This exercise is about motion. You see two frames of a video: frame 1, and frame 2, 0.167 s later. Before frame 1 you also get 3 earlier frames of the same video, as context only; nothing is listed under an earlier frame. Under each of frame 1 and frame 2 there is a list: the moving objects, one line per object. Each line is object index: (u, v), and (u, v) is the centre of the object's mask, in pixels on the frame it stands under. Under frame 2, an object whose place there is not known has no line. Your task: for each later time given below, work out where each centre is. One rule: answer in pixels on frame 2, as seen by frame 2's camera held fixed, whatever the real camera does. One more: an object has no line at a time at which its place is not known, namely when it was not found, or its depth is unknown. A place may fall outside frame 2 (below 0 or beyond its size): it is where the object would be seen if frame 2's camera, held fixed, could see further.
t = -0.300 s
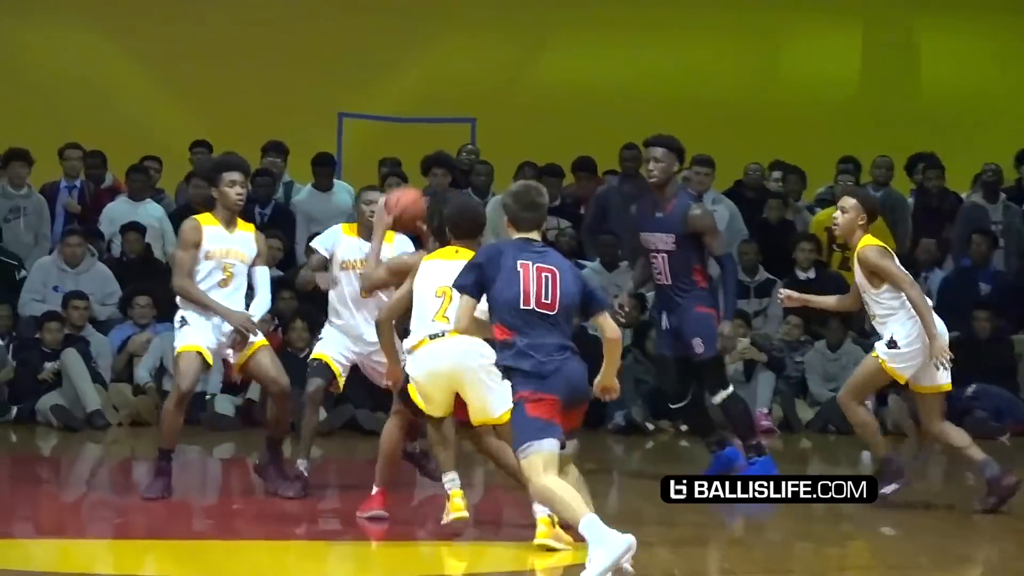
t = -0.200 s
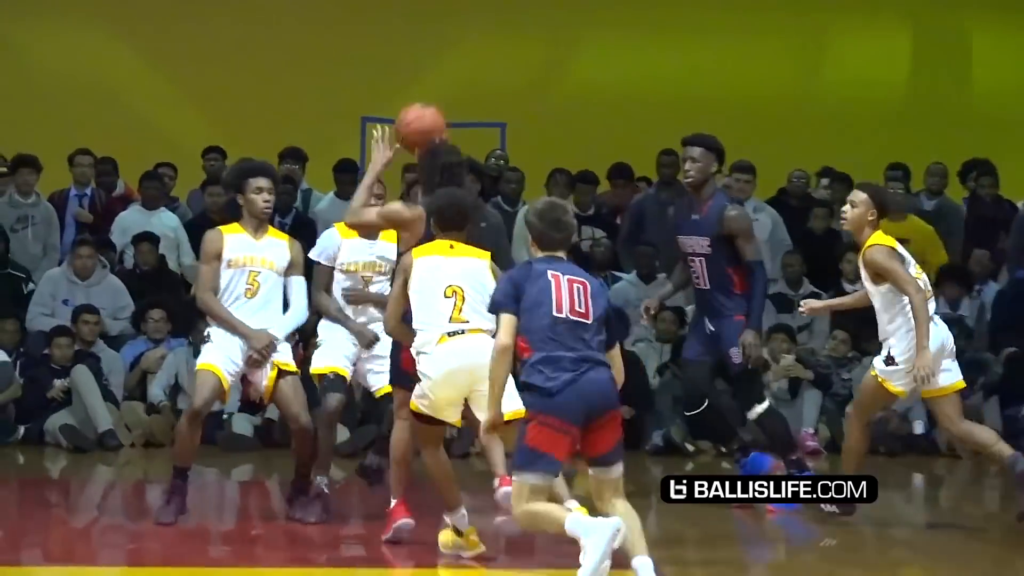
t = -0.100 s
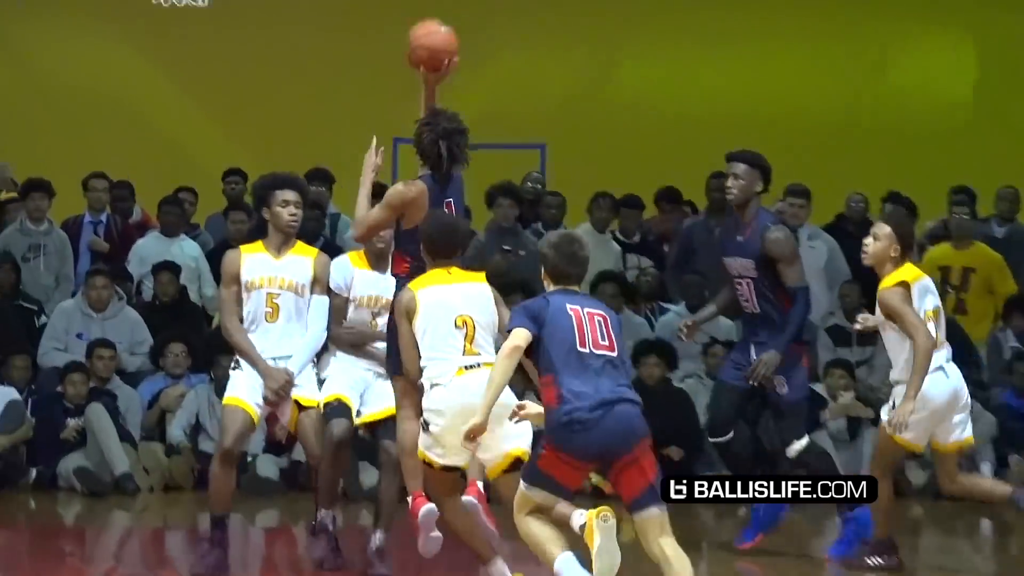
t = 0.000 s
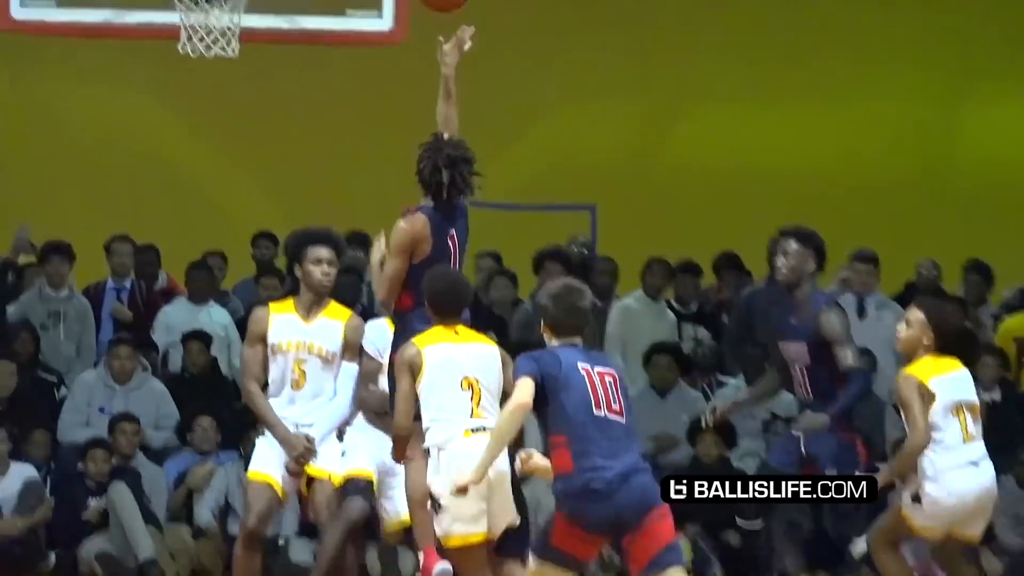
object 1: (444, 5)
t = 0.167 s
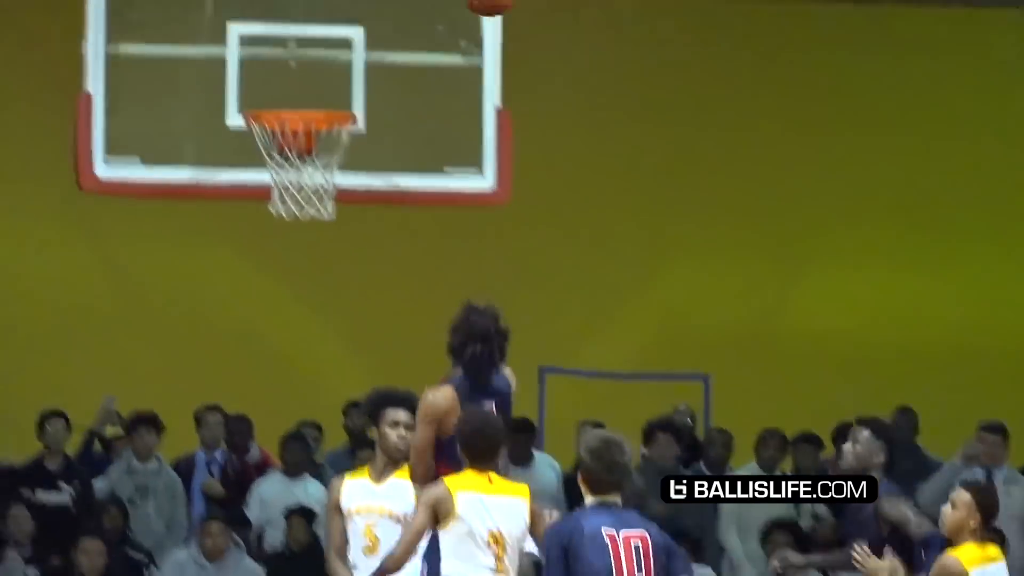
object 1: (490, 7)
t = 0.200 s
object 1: (478, -24)
